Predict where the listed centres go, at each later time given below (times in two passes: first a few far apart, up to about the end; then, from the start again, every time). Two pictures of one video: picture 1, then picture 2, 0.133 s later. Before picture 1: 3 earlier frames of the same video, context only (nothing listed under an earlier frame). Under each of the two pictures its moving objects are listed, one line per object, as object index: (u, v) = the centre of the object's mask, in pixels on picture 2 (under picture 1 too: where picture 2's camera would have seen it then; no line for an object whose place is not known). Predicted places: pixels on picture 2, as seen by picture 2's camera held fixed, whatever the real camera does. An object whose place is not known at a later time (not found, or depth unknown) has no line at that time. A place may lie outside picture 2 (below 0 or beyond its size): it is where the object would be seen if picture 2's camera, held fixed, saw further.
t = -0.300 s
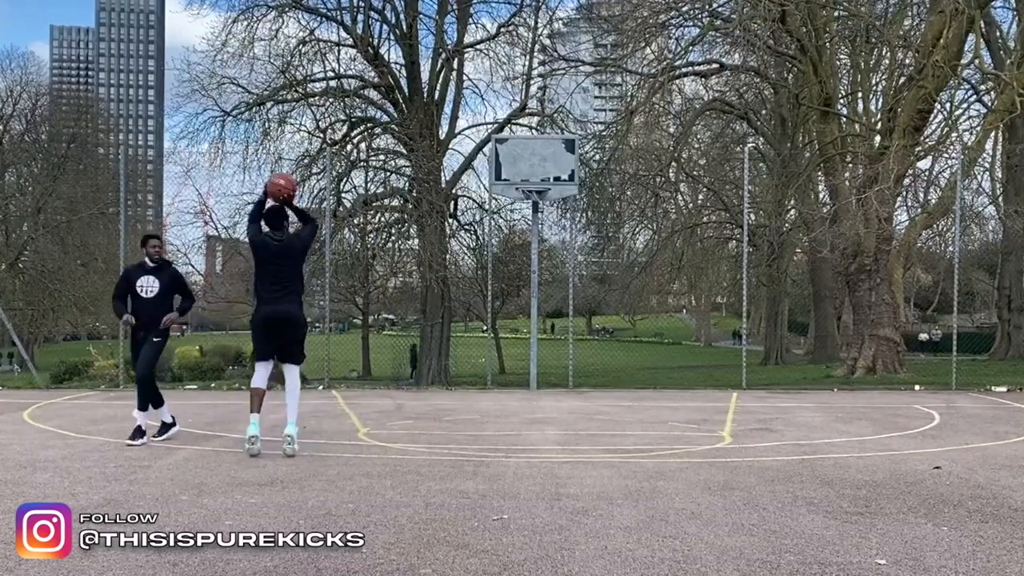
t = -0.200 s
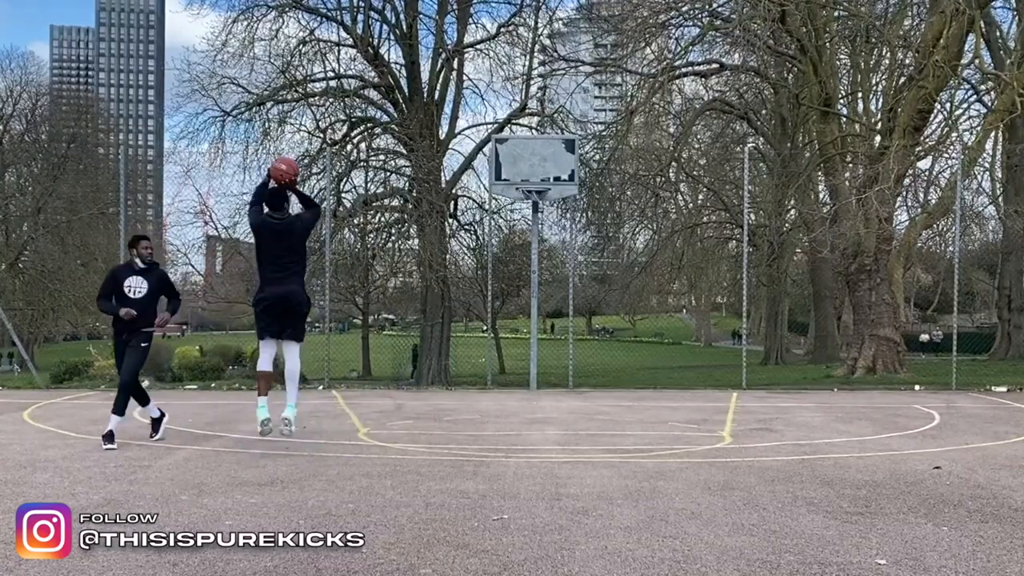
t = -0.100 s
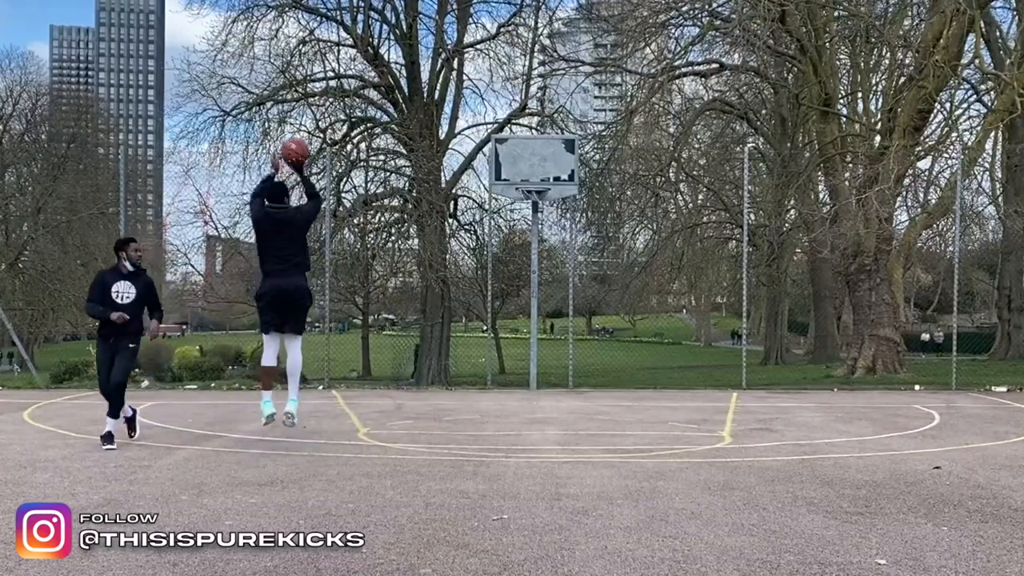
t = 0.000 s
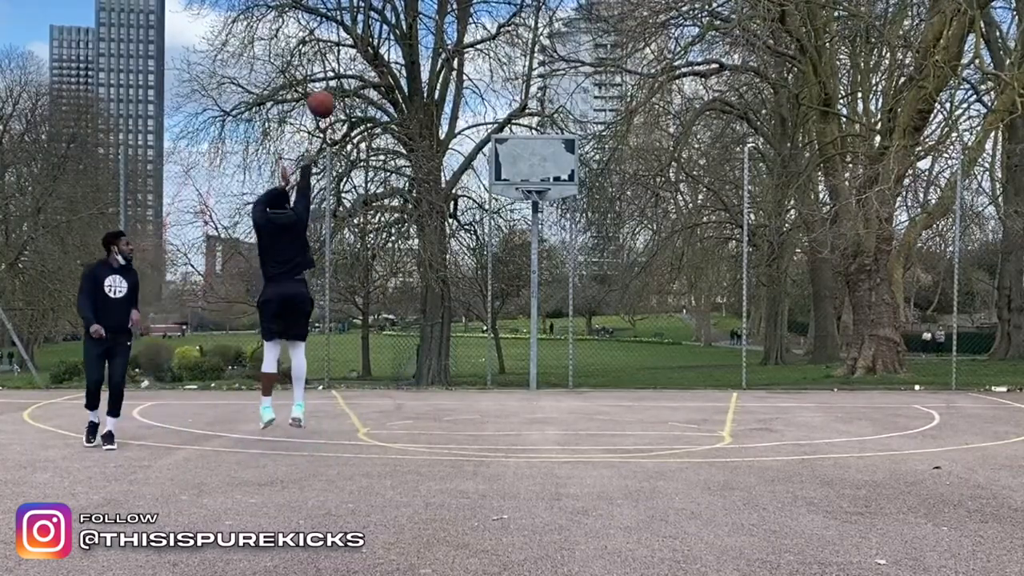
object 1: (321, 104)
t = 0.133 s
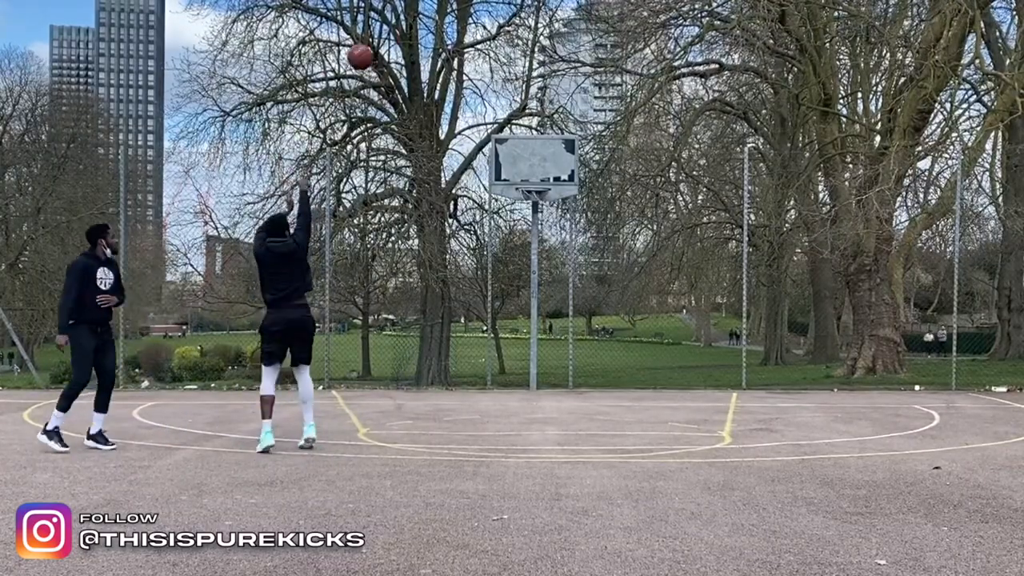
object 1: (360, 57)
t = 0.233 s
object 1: (386, 36)
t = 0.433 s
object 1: (431, 27)
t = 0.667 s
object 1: (478, 58)
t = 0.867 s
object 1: (511, 112)
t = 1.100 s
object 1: (537, 199)
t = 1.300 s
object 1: (509, 285)
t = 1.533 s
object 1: (480, 375)
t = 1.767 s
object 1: (451, 287)
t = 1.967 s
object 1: (427, 245)
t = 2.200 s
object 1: (395, 233)
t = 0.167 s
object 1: (369, 49)
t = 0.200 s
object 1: (379, 42)
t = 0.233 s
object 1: (386, 36)
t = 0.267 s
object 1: (394, 32)
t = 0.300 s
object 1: (402, 28)
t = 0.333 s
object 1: (410, 26)
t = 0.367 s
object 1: (417, 26)
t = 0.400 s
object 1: (424, 25)
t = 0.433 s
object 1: (431, 27)
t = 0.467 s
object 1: (439, 28)
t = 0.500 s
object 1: (445, 31)
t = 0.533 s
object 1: (452, 35)
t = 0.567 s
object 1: (459, 39)
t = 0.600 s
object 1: (464, 45)
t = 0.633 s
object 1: (470, 52)
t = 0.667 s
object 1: (478, 58)
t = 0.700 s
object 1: (483, 65)
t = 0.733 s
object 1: (489, 74)
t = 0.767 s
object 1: (495, 83)
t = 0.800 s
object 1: (500, 92)
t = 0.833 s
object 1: (505, 102)
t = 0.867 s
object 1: (511, 112)
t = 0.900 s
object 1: (515, 124)
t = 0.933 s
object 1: (520, 136)
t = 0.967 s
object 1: (525, 149)
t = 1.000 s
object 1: (530, 162)
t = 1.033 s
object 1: (534, 175)
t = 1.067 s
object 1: (540, 190)
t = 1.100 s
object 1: (537, 199)
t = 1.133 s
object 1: (532, 213)
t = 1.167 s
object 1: (527, 226)
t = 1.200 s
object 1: (522, 239)
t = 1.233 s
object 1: (518, 254)
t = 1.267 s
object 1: (514, 270)
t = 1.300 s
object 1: (509, 285)
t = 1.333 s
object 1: (504, 301)
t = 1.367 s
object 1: (500, 317)
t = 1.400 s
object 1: (496, 336)
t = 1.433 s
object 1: (492, 355)
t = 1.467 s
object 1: (489, 373)
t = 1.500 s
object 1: (483, 389)
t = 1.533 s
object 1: (480, 375)
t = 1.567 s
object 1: (476, 359)
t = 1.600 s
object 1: (472, 346)
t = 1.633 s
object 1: (468, 332)
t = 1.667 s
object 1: (464, 319)
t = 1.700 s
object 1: (459, 308)
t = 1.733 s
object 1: (455, 298)
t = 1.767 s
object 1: (451, 287)
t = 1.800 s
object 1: (447, 277)
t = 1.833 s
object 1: (442, 271)
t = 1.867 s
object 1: (439, 262)
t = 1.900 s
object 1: (435, 256)
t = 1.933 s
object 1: (430, 249)
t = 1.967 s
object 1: (427, 245)
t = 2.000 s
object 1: (421, 241)
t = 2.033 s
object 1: (416, 237)
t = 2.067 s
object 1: (413, 235)
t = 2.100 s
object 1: (408, 233)
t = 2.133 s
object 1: (404, 232)
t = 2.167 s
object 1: (400, 232)
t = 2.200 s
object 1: (395, 233)
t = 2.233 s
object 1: (391, 233)
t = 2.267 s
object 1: (387, 236)
